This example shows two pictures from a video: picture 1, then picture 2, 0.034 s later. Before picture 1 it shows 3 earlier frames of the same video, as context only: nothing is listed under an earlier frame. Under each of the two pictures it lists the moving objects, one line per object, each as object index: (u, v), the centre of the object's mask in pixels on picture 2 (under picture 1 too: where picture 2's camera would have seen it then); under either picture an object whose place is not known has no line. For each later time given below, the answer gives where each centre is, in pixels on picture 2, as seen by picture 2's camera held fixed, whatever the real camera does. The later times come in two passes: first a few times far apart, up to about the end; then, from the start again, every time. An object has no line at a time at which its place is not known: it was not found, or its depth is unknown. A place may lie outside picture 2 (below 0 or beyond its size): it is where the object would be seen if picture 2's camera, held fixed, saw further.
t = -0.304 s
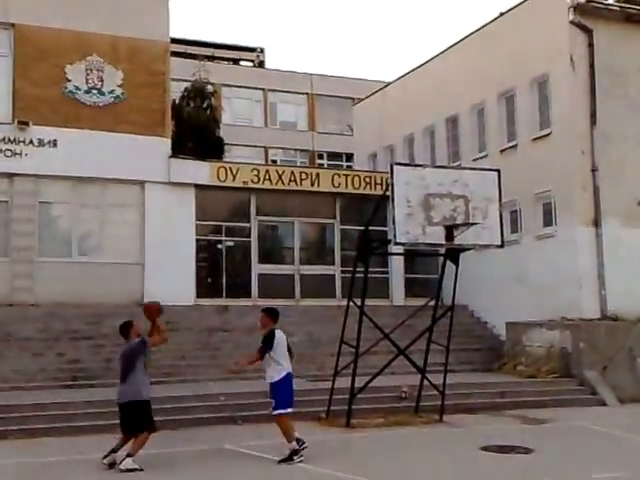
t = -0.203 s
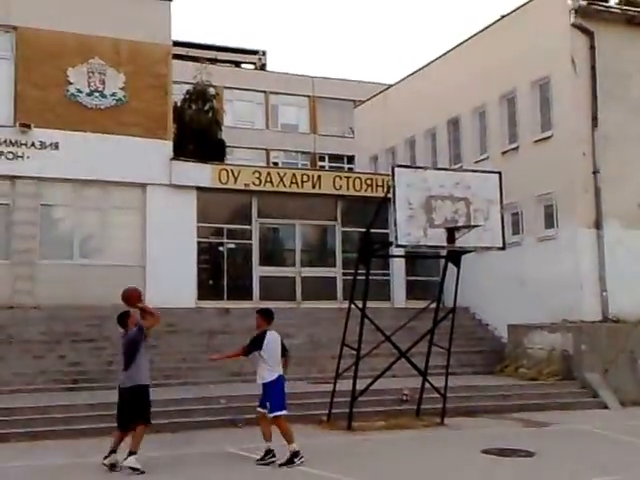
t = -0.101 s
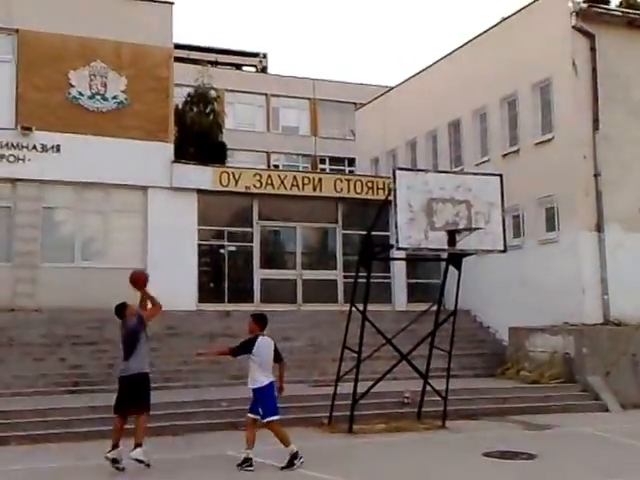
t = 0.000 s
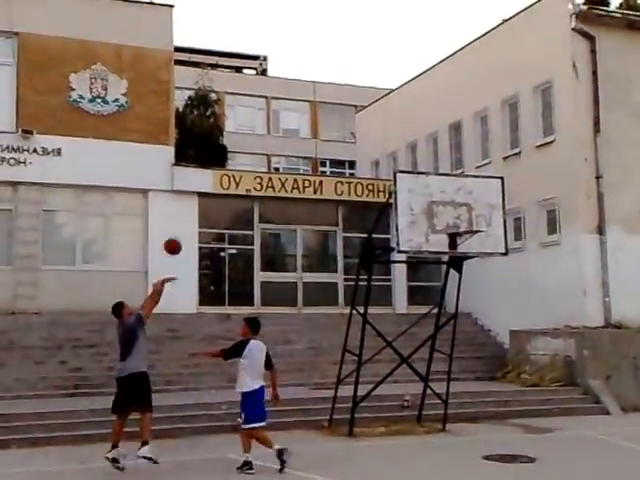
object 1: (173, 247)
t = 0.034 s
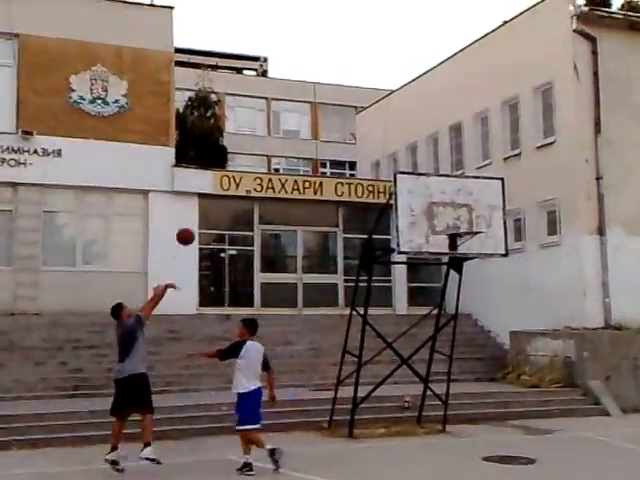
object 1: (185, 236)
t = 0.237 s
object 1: (259, 192)
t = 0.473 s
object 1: (340, 178)
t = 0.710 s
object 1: (416, 203)
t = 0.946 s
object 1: (446, 202)
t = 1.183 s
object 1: (443, 188)
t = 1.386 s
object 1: (441, 206)
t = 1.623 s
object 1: (439, 262)
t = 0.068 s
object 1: (197, 227)
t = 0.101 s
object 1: (211, 219)
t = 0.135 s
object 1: (224, 211)
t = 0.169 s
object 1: (235, 204)
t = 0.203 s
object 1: (248, 197)
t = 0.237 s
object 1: (259, 192)
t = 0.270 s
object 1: (271, 187)
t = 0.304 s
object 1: (283, 183)
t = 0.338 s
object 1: (295, 181)
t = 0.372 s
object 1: (306, 180)
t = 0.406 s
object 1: (317, 178)
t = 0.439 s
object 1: (329, 178)
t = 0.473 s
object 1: (340, 178)
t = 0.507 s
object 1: (351, 181)
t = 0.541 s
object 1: (362, 182)
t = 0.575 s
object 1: (372, 185)
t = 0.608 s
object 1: (383, 189)
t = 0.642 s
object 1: (395, 192)
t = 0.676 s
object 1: (405, 197)
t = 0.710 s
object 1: (416, 203)
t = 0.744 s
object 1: (427, 210)
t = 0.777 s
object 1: (437, 217)
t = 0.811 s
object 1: (448, 225)
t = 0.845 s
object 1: (448, 220)
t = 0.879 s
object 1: (447, 213)
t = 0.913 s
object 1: (446, 207)
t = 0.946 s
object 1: (446, 202)
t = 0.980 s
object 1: (446, 198)
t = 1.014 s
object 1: (445, 195)
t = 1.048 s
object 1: (445, 191)
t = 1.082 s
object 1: (444, 189)
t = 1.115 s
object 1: (444, 188)
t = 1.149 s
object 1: (443, 188)
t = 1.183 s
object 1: (443, 188)
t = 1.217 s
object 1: (443, 188)
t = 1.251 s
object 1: (442, 190)
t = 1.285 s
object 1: (442, 193)
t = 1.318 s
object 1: (441, 196)
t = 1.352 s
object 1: (441, 200)
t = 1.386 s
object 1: (441, 206)
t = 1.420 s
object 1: (440, 210)
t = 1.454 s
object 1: (440, 218)
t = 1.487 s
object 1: (439, 225)
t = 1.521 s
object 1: (440, 233)
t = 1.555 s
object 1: (440, 242)
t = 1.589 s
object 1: (439, 253)
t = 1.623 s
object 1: (439, 262)
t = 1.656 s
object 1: (439, 282)
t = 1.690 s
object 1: (438, 286)
